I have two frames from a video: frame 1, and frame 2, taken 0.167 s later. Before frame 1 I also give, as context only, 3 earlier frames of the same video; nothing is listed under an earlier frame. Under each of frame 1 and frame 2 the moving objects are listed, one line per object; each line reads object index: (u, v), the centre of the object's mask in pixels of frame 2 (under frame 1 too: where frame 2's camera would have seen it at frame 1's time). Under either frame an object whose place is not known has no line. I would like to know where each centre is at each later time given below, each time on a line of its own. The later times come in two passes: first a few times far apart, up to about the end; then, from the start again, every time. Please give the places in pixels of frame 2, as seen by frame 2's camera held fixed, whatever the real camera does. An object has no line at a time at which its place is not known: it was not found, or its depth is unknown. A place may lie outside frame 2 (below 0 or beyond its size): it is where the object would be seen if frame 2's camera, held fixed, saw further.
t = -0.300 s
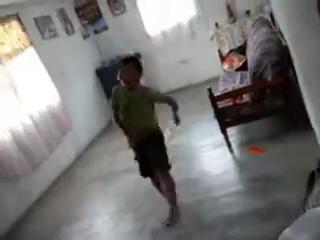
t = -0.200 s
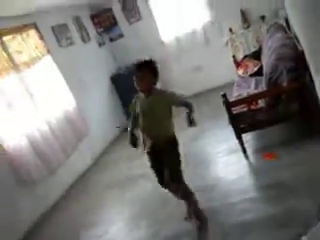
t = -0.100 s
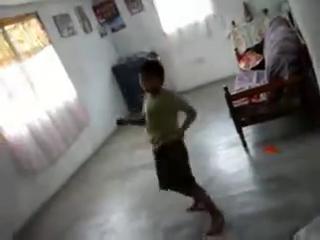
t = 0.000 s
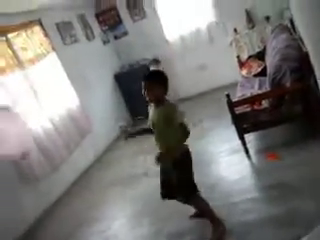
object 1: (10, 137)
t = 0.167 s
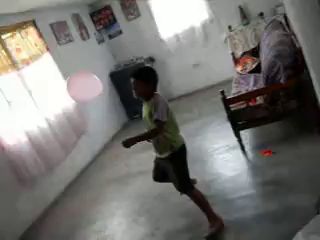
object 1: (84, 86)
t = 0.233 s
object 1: (92, 77)
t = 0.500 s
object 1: (107, 57)
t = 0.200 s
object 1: (86, 81)
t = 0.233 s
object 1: (92, 77)
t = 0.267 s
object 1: (95, 75)
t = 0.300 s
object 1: (97, 71)
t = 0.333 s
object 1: (100, 67)
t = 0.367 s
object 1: (103, 65)
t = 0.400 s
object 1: (104, 63)
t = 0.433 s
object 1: (105, 60)
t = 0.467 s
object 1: (107, 59)
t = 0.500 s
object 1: (107, 57)
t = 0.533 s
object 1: (108, 56)
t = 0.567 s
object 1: (108, 56)
